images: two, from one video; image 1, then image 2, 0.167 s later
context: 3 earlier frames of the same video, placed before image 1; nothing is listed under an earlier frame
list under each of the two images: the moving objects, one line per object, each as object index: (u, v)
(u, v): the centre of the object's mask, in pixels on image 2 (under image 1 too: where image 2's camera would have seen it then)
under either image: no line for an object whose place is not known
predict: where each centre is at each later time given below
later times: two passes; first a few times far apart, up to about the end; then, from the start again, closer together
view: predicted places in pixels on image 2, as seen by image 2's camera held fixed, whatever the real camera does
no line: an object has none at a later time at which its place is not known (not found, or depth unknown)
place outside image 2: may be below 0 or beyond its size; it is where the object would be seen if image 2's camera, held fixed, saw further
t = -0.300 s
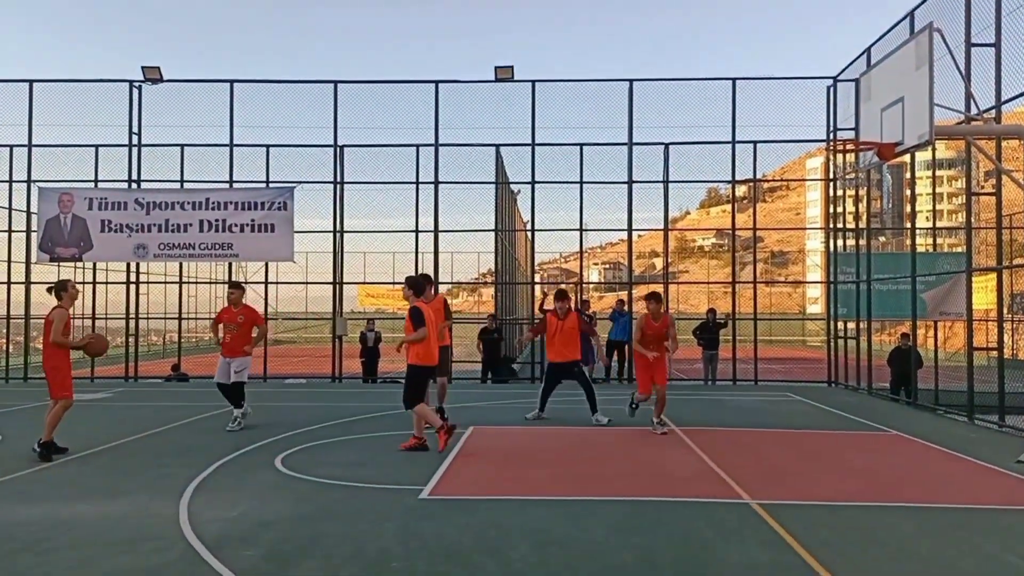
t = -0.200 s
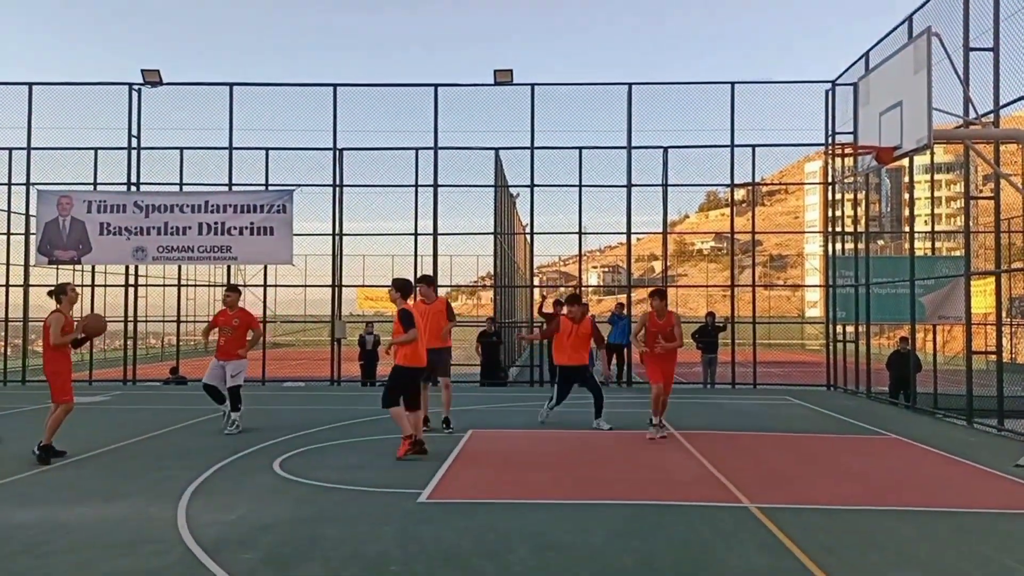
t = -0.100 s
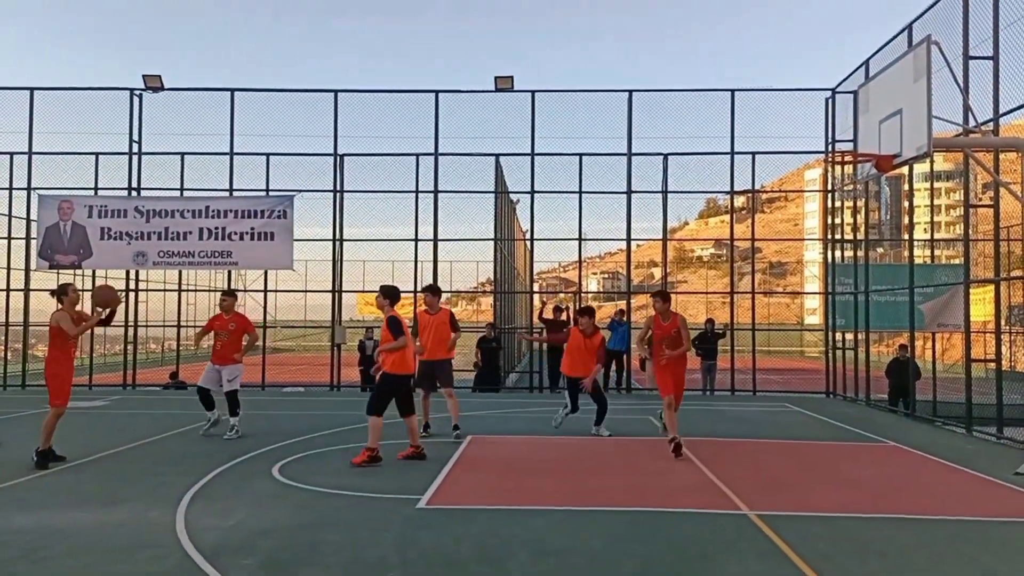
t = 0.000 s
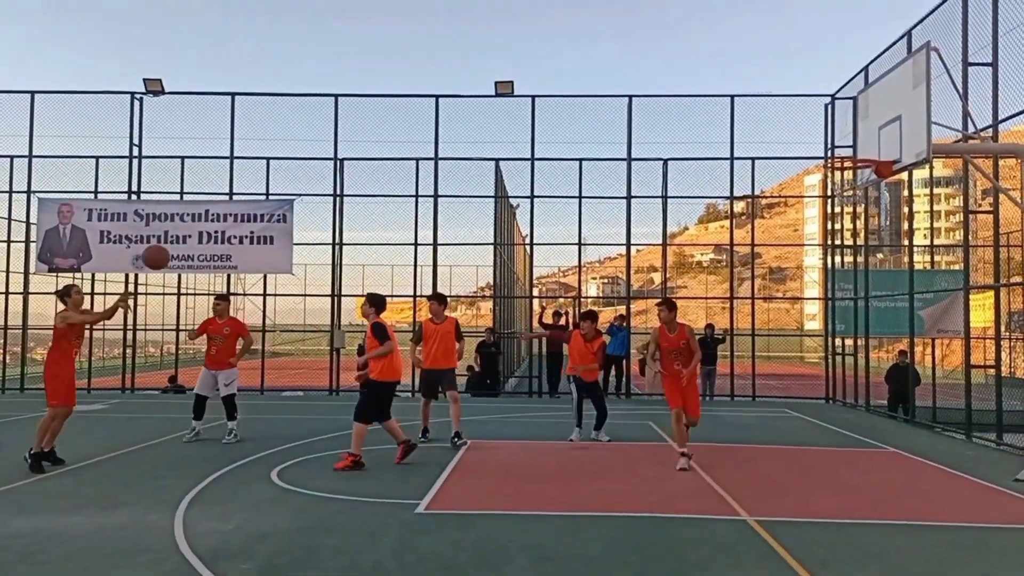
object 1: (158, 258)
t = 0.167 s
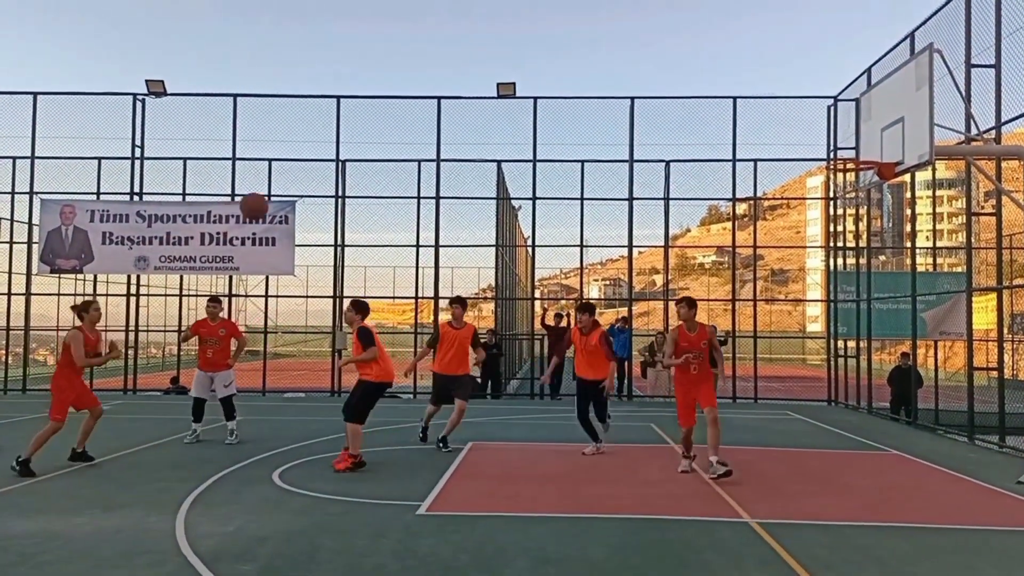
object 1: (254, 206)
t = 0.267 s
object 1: (317, 187)
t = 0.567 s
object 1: (531, 198)
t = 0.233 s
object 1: (295, 192)
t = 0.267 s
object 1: (317, 187)
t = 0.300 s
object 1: (338, 183)
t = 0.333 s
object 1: (361, 180)
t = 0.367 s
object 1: (383, 178)
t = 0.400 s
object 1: (406, 178)
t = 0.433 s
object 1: (430, 179)
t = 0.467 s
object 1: (454, 181)
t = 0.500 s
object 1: (479, 185)
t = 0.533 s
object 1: (505, 191)
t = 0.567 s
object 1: (531, 198)
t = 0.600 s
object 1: (559, 206)
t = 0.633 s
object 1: (587, 217)
